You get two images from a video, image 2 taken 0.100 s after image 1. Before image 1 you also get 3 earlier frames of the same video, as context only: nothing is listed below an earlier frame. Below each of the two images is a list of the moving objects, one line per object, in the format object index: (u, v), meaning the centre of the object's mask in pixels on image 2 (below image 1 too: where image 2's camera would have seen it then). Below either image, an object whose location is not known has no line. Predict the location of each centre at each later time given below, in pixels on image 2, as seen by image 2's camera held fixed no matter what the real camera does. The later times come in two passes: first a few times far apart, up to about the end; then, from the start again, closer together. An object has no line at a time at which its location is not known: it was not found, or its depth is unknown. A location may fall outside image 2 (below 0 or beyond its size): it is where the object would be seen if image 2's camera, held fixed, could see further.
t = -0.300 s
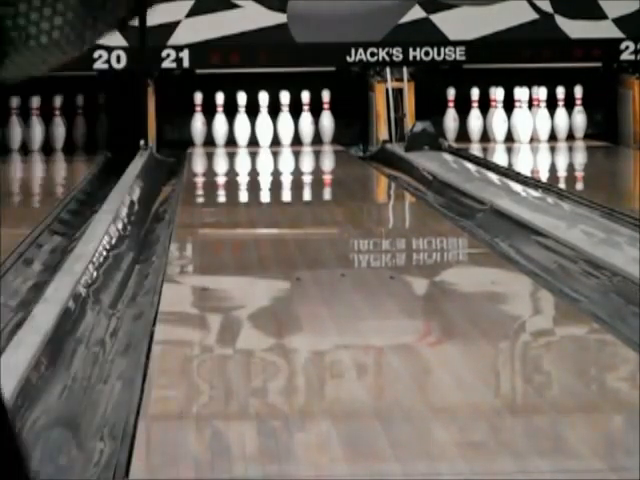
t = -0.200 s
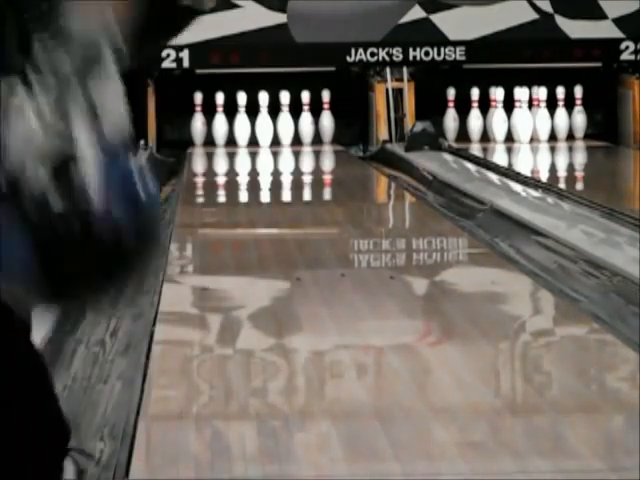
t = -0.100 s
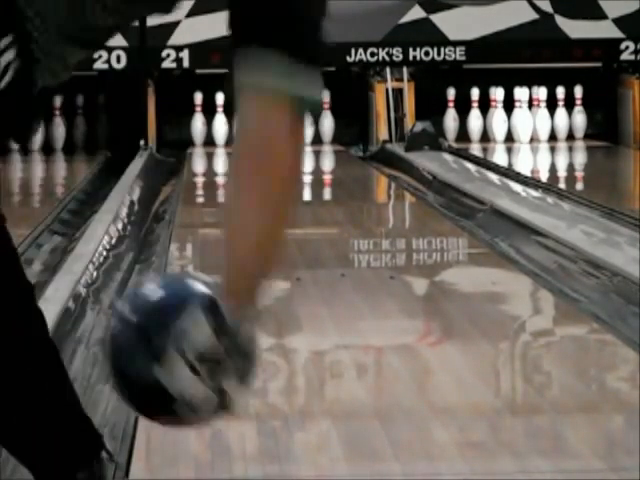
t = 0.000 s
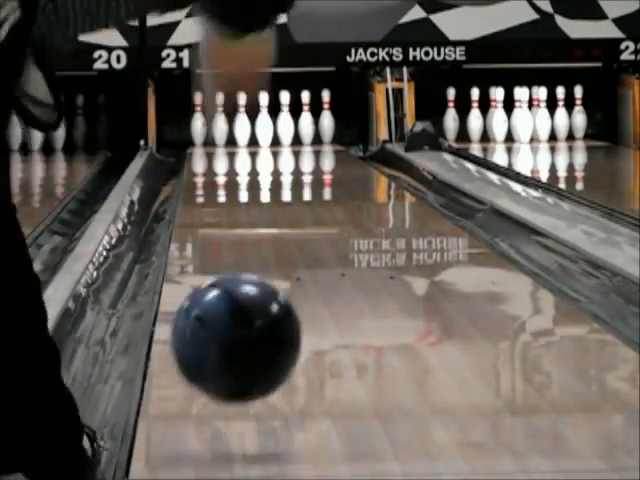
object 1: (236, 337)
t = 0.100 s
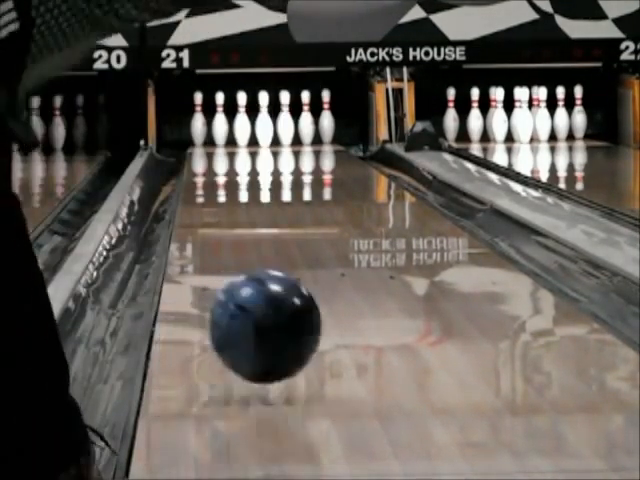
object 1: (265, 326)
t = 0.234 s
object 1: (292, 298)
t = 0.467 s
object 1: (322, 246)
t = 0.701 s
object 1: (338, 212)
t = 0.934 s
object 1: (347, 188)
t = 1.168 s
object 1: (349, 170)
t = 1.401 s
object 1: (347, 158)
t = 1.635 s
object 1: (335, 146)
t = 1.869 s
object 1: (312, 138)
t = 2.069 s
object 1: (284, 133)
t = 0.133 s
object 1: (273, 331)
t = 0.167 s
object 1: (280, 318)
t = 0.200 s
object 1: (287, 307)
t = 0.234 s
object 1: (292, 298)
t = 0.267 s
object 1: (298, 289)
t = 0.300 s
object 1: (302, 280)
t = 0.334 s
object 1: (307, 273)
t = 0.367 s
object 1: (312, 265)
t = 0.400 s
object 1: (315, 258)
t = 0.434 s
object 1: (318, 252)
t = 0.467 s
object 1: (322, 246)
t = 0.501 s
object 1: (325, 240)
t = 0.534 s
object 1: (327, 235)
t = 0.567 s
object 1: (330, 230)
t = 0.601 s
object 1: (332, 225)
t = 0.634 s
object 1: (334, 221)
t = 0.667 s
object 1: (336, 216)
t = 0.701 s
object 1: (338, 212)
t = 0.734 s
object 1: (339, 208)
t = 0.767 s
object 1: (341, 204)
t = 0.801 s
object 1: (342, 201)
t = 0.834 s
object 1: (343, 197)
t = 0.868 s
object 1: (344, 194)
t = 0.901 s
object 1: (346, 190)
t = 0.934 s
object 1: (347, 188)
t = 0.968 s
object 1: (347, 185)
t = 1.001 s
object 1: (348, 182)
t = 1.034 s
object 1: (348, 179)
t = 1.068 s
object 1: (348, 177)
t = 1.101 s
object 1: (349, 174)
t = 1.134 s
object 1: (349, 172)
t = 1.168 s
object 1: (349, 170)
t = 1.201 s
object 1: (348, 168)
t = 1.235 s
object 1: (349, 166)
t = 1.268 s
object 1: (348, 164)
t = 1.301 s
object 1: (348, 162)
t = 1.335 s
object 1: (348, 161)
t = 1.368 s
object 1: (347, 159)
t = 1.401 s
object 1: (347, 158)
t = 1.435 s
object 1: (346, 156)
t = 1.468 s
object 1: (345, 154)
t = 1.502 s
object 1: (343, 152)
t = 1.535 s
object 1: (342, 151)
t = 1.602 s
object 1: (338, 148)
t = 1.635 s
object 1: (335, 146)
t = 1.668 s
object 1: (333, 146)
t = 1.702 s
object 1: (331, 144)
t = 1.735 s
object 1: (326, 143)
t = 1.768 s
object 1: (322, 142)
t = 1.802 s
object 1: (319, 141)
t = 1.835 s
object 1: (316, 139)
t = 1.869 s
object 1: (312, 138)
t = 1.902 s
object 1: (308, 138)
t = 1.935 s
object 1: (304, 137)
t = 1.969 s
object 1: (299, 136)
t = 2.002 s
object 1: (294, 135)
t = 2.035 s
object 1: (290, 134)
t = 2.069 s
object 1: (284, 133)
